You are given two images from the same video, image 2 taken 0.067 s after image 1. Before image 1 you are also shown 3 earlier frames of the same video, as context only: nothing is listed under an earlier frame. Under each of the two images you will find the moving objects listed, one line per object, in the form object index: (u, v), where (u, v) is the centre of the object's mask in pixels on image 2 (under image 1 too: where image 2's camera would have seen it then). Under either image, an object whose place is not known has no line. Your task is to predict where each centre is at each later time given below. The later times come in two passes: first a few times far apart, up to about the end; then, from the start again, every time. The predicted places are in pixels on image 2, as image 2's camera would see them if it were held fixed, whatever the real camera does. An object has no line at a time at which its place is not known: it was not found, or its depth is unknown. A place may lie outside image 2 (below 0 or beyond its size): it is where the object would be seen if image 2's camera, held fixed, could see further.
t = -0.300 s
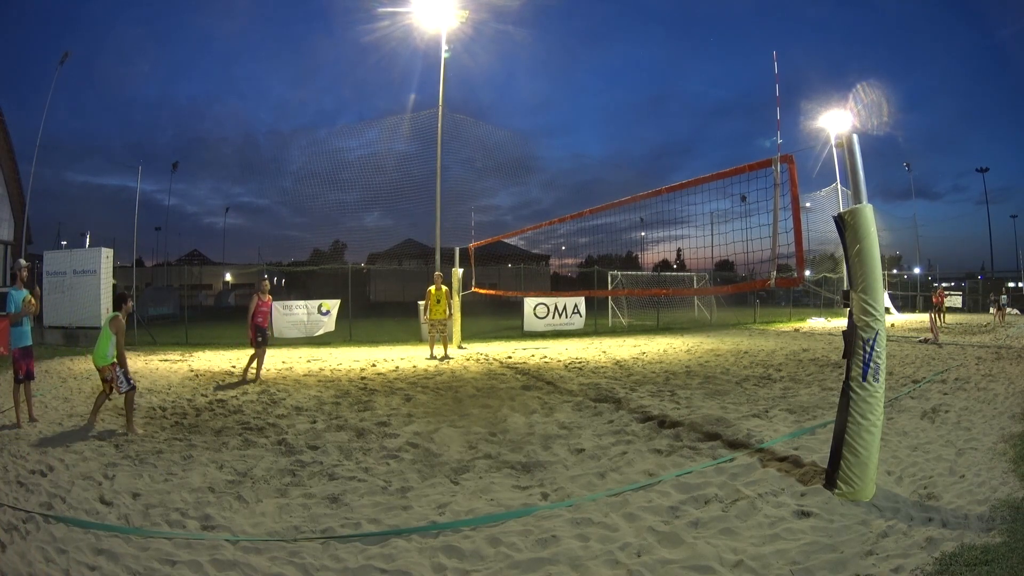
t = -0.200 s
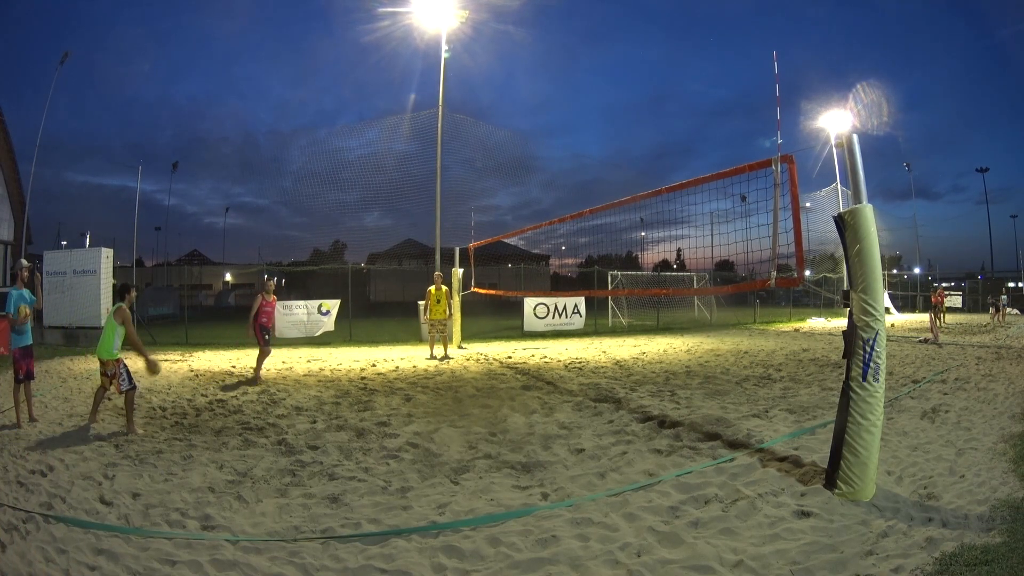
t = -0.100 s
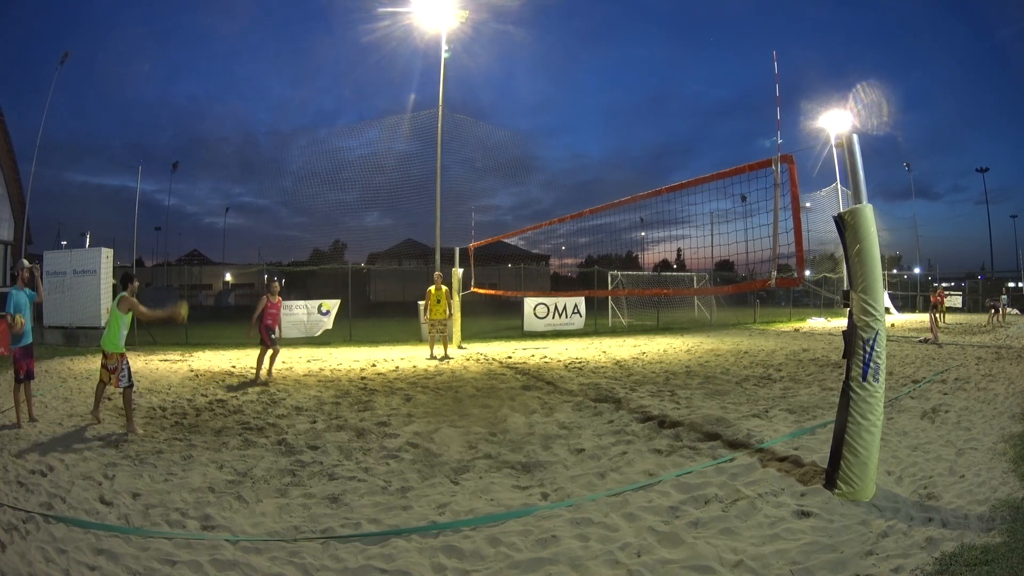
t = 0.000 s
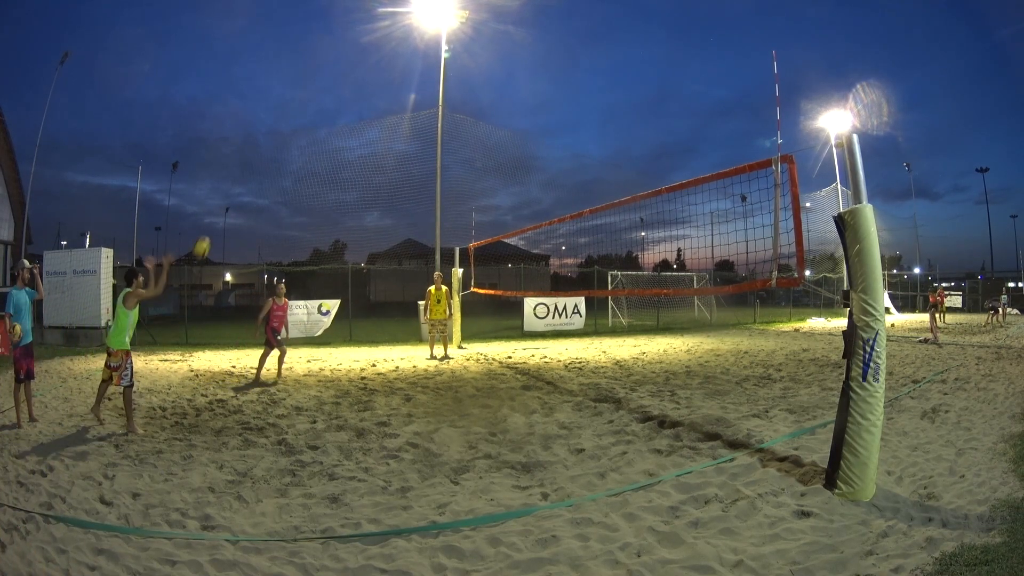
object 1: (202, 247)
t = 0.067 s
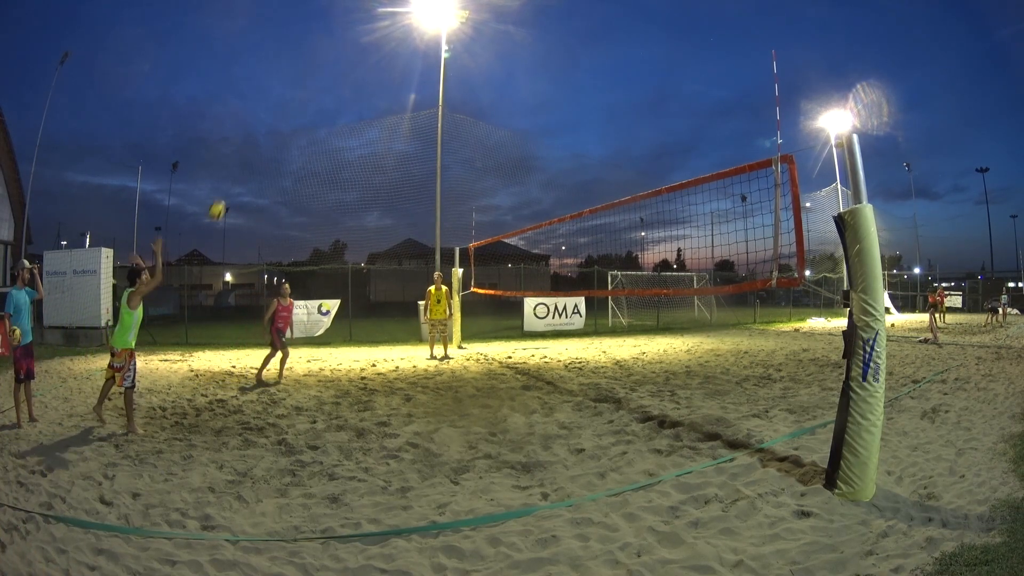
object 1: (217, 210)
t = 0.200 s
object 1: (247, 152)
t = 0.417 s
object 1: (292, 96)
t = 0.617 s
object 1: (327, 76)
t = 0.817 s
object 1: (357, 82)
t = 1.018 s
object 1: (384, 110)
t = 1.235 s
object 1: (413, 165)
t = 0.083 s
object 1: (221, 202)
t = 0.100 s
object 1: (225, 194)
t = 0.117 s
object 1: (229, 186)
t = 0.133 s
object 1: (232, 179)
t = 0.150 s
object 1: (236, 172)
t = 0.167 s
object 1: (240, 165)
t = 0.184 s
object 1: (244, 159)
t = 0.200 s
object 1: (247, 152)
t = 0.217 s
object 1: (251, 146)
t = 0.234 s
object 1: (255, 141)
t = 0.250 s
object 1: (259, 136)
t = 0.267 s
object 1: (262, 130)
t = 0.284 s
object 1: (266, 126)
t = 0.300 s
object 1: (269, 121)
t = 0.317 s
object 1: (273, 117)
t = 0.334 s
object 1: (276, 113)
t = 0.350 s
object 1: (280, 109)
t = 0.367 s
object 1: (283, 105)
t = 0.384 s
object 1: (286, 102)
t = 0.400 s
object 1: (290, 99)
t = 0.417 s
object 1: (292, 96)
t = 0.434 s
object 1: (296, 93)
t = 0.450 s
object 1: (299, 91)
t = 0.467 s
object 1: (302, 88)
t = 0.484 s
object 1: (305, 86)
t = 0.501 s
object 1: (308, 84)
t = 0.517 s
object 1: (311, 83)
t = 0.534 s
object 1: (314, 81)
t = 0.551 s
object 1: (317, 80)
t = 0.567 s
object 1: (320, 79)
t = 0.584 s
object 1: (322, 78)
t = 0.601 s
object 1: (325, 77)
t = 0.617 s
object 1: (327, 76)
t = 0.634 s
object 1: (330, 76)
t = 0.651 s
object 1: (333, 76)
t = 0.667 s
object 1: (335, 76)
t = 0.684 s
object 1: (338, 76)
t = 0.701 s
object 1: (340, 76)
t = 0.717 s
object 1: (343, 76)
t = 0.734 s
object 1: (345, 77)
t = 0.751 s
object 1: (348, 78)
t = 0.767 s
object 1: (350, 79)
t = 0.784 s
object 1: (352, 80)
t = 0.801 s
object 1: (355, 81)
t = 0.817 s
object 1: (357, 82)
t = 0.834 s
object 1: (359, 84)
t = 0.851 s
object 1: (362, 85)
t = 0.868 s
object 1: (364, 87)
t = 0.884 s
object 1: (366, 89)
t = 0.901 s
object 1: (369, 91)
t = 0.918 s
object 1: (371, 93)
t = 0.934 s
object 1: (373, 96)
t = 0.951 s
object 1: (375, 98)
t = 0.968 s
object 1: (377, 101)
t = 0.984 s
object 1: (380, 104)
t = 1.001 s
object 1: (382, 107)
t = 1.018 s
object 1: (384, 110)
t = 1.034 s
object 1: (386, 113)
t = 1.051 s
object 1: (389, 116)
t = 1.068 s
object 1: (391, 120)
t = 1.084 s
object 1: (393, 124)
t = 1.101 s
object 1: (395, 127)
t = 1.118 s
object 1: (398, 131)
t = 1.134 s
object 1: (399, 136)
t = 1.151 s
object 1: (402, 140)
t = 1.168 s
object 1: (404, 145)
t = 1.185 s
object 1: (406, 150)
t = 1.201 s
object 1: (408, 155)
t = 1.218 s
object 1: (411, 160)
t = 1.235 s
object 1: (413, 165)
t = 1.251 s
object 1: (415, 171)
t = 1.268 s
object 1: (417, 176)
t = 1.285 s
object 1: (419, 182)
